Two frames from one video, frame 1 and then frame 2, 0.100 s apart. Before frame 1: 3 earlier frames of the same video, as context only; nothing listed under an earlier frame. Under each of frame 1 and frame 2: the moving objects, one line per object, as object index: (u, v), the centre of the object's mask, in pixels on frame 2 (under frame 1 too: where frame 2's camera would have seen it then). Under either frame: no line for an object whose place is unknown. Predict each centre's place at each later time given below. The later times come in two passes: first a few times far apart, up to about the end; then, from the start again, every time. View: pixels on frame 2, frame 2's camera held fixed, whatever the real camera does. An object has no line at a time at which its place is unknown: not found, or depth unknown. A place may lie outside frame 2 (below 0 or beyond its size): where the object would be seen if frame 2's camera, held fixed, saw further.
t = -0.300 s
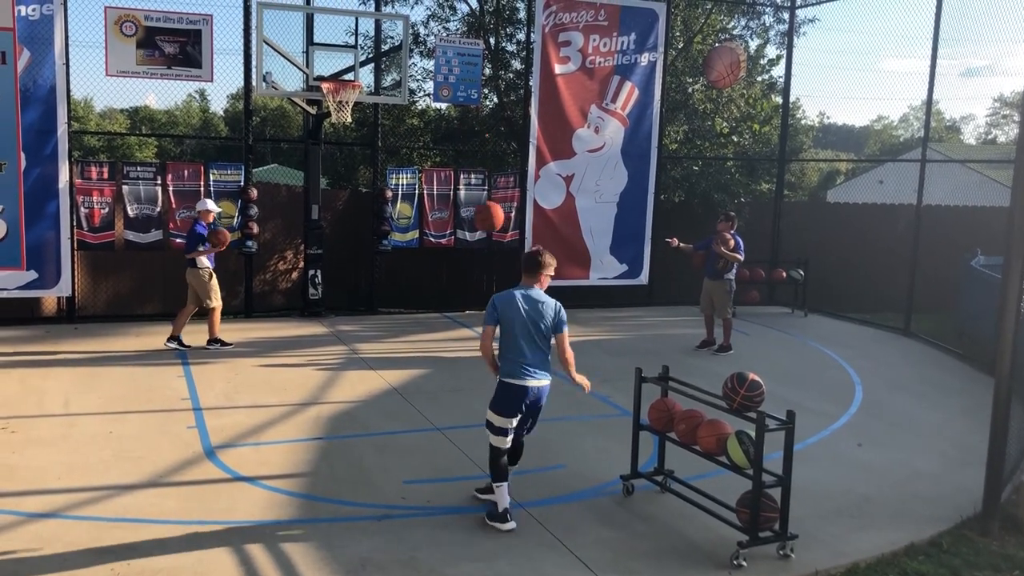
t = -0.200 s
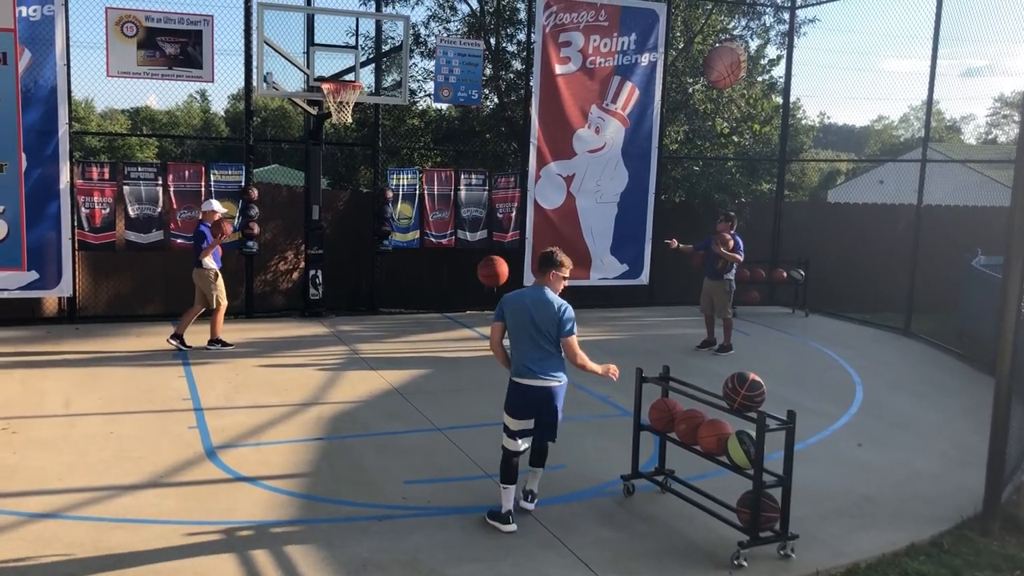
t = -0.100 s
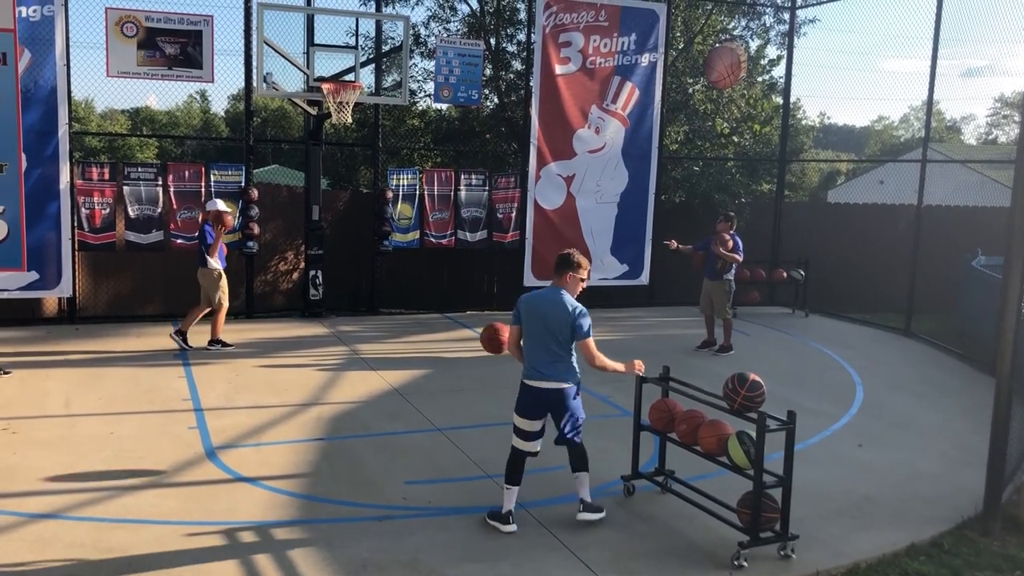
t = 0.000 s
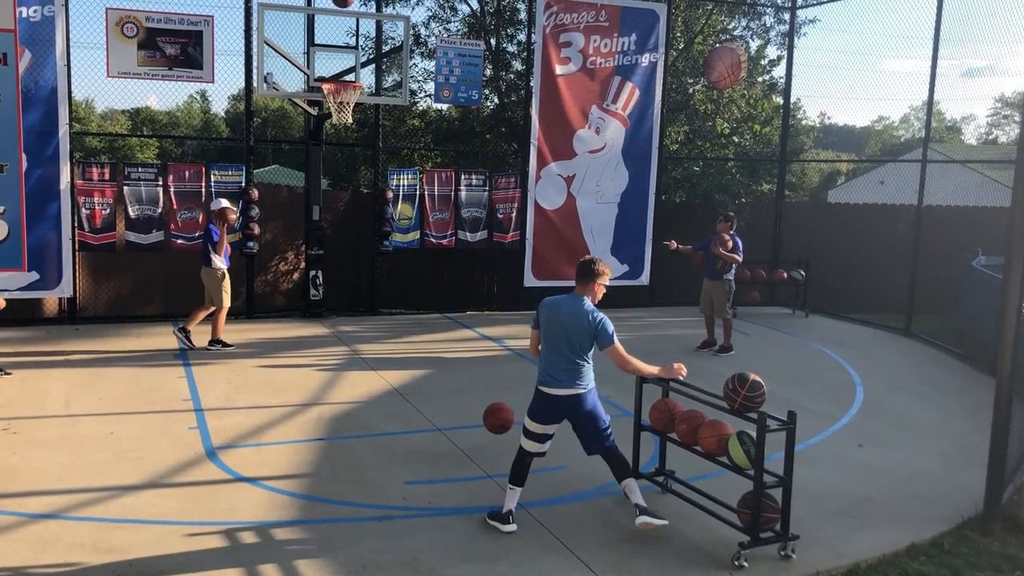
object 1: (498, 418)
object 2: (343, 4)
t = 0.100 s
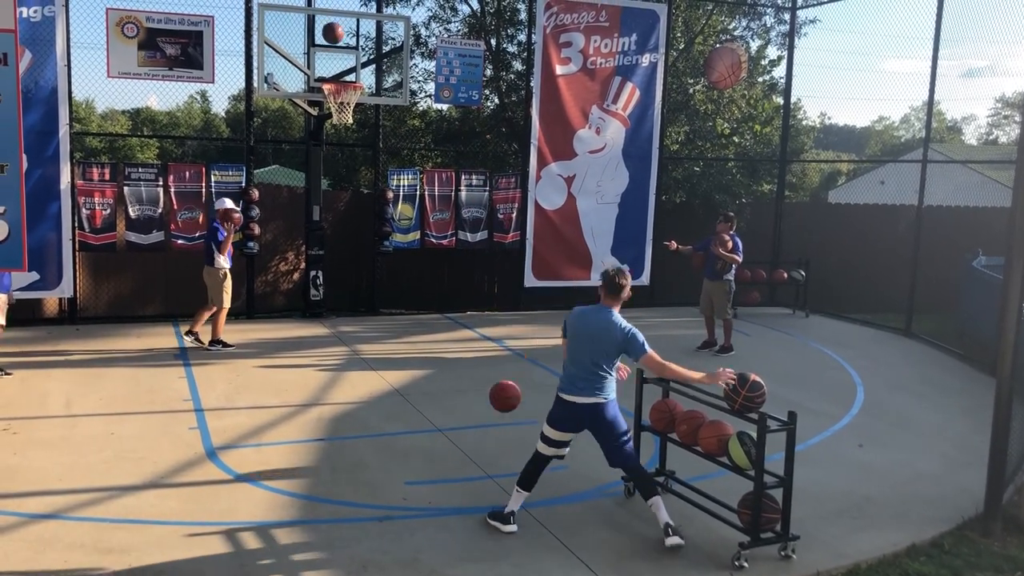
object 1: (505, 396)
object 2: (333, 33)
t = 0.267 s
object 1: (518, 307)
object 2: (318, 61)
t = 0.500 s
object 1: (536, 235)
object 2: (298, 42)
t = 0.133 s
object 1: (507, 376)
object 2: (330, 46)
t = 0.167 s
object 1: (510, 357)
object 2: (327, 61)
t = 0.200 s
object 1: (512, 339)
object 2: (324, 74)
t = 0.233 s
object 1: (515, 322)
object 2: (321, 68)
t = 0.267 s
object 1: (518, 307)
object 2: (318, 61)
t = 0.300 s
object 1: (520, 293)
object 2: (315, 56)
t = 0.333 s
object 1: (523, 280)
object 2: (312, 51)
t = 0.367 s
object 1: (525, 268)
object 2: (309, 47)
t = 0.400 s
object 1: (528, 258)
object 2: (306, 45)
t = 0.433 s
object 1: (531, 249)
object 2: (303, 42)
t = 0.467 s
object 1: (534, 241)
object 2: (301, 42)
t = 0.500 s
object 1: (536, 235)
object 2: (298, 42)
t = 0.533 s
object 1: (538, 231)
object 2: (296, 41)
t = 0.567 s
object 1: (541, 228)
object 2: (294, 40)
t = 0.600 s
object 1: (543, 226)
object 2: (293, 40)
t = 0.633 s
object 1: (545, 226)
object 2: (291, 41)
